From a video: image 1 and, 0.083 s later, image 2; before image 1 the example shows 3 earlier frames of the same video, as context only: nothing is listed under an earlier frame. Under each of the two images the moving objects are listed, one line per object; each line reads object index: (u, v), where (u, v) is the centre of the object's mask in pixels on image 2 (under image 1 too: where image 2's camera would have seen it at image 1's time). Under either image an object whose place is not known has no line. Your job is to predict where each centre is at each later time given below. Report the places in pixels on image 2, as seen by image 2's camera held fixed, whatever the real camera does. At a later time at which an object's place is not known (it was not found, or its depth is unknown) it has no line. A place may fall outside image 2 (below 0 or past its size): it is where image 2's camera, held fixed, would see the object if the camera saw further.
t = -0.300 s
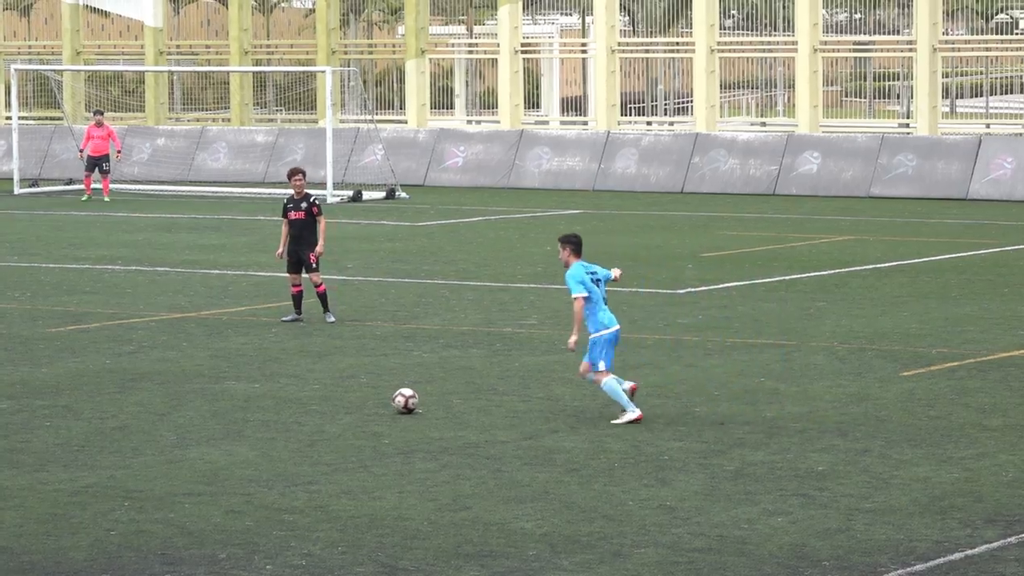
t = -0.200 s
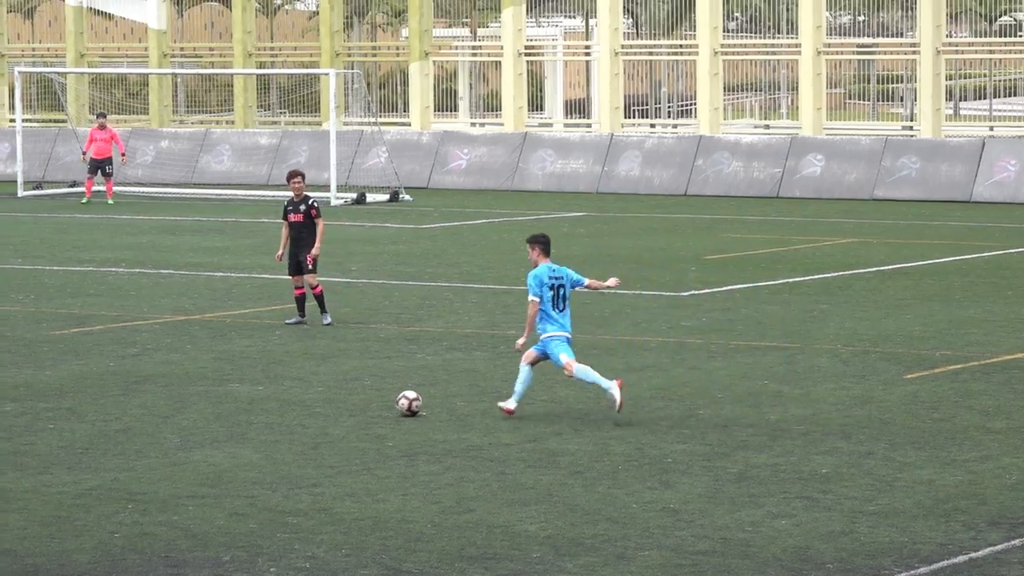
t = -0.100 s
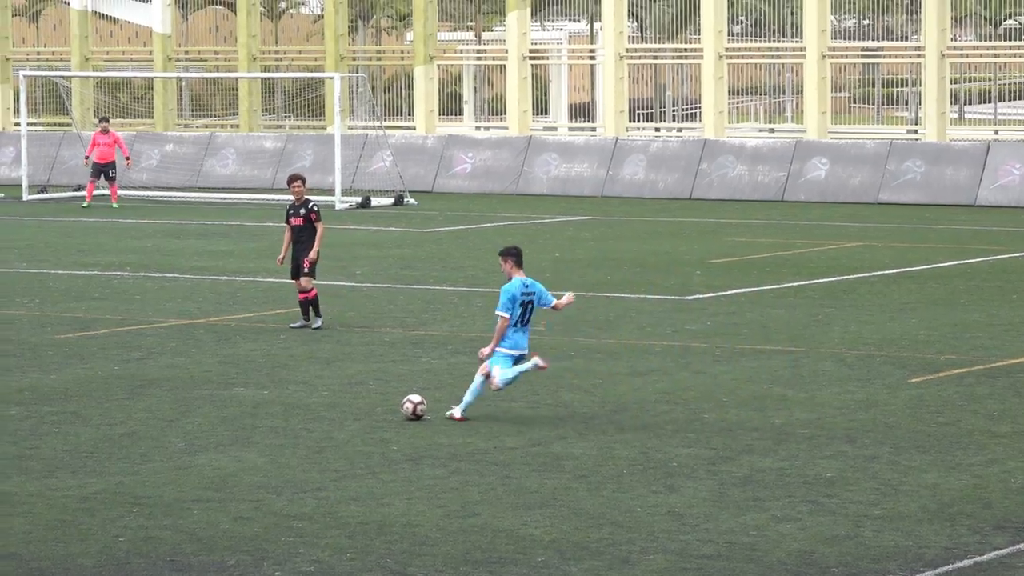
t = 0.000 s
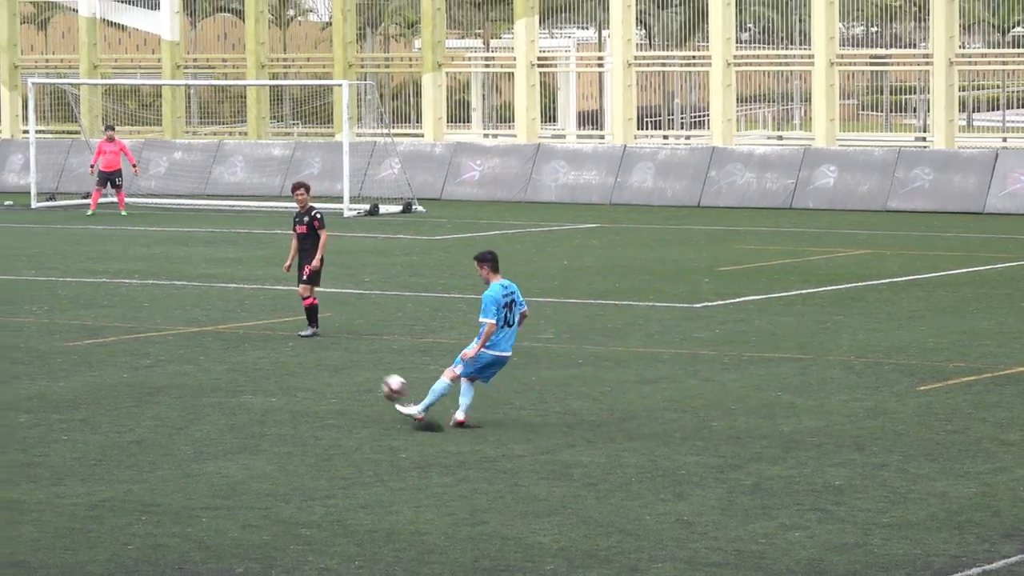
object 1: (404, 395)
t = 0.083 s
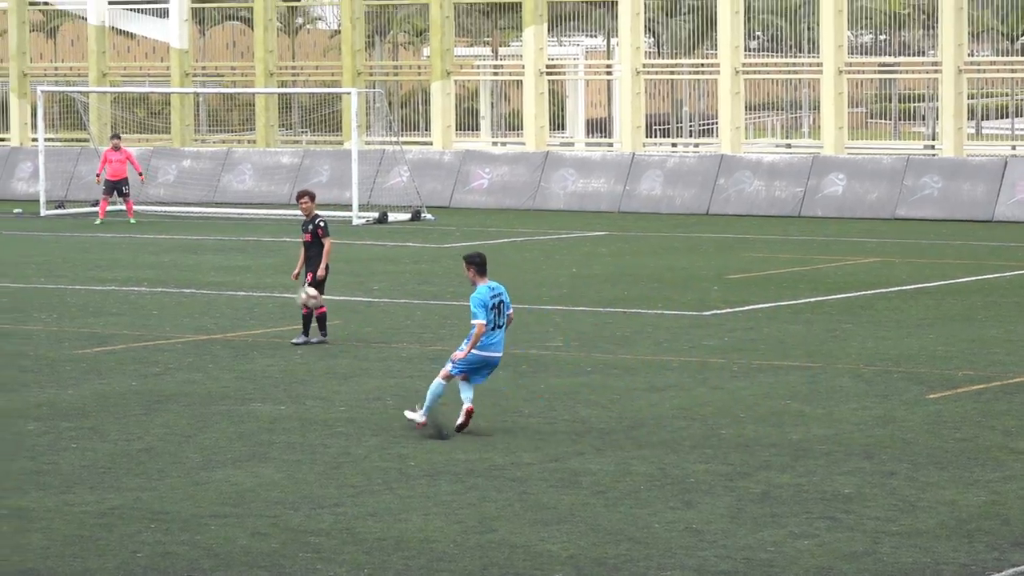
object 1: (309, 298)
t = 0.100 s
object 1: (290, 281)
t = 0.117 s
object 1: (274, 264)
